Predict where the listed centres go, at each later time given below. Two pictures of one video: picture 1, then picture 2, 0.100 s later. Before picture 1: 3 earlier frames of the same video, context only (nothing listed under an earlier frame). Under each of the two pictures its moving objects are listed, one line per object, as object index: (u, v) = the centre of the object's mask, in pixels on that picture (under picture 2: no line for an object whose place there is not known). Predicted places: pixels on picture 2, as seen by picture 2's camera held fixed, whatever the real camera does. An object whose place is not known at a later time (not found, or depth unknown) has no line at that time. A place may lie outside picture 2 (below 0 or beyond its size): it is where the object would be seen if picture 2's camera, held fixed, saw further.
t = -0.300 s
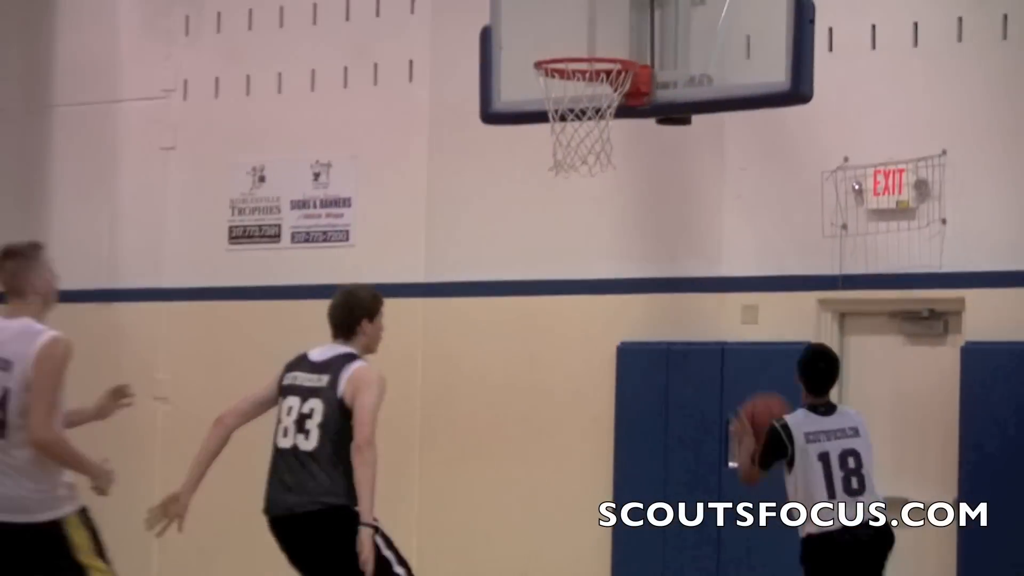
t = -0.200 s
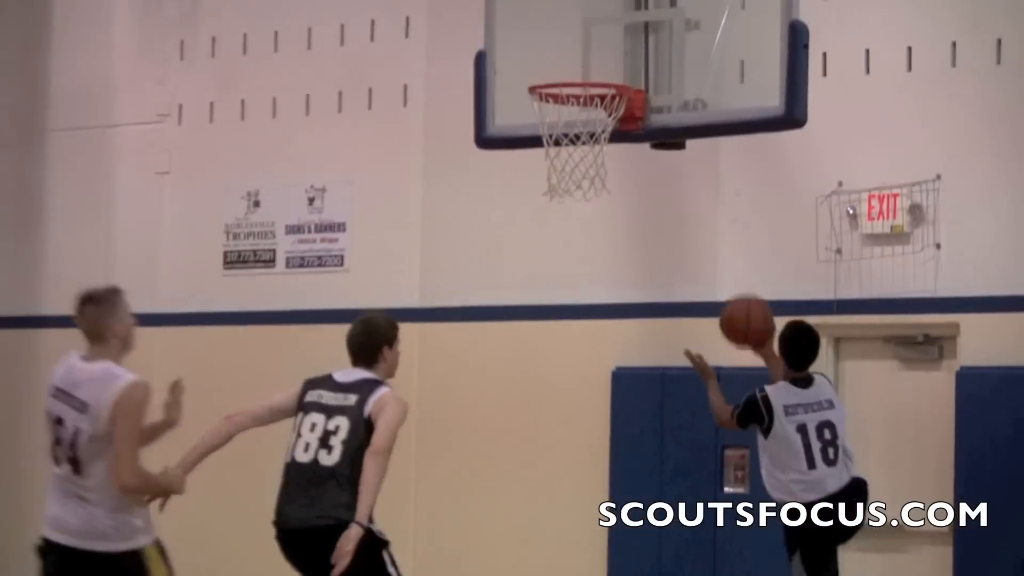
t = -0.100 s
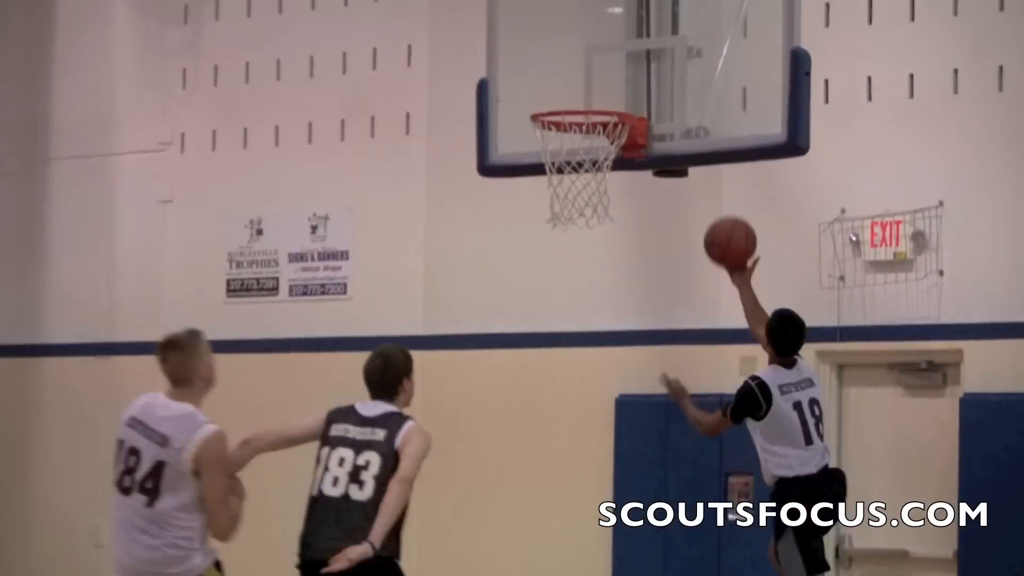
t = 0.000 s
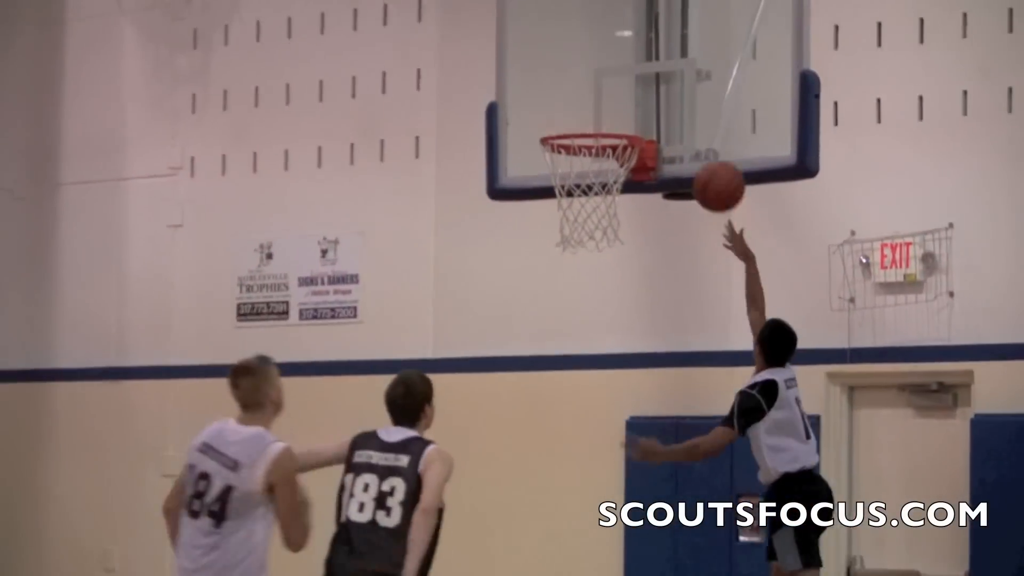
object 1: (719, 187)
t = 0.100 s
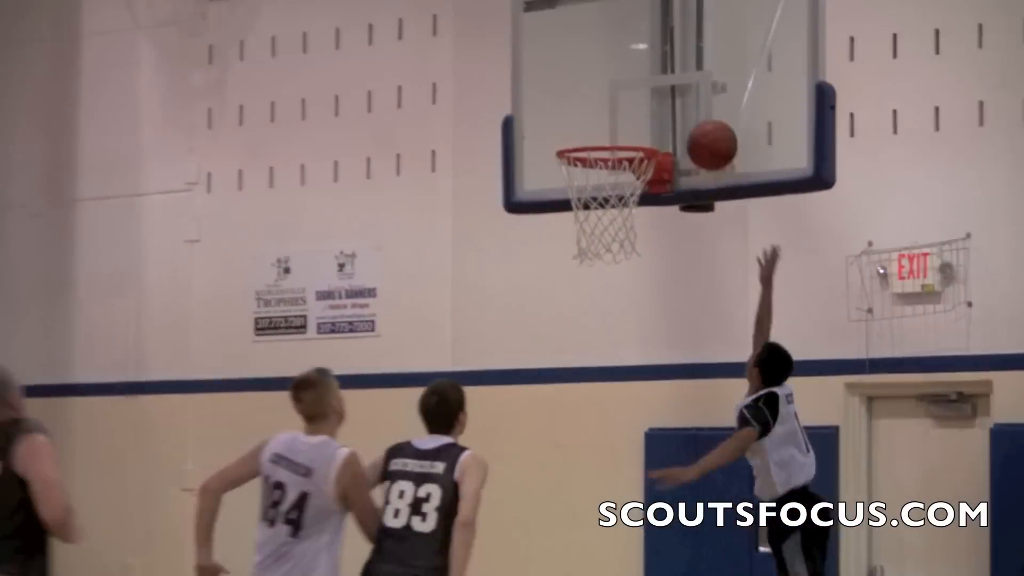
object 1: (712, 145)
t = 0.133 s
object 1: (704, 132)
